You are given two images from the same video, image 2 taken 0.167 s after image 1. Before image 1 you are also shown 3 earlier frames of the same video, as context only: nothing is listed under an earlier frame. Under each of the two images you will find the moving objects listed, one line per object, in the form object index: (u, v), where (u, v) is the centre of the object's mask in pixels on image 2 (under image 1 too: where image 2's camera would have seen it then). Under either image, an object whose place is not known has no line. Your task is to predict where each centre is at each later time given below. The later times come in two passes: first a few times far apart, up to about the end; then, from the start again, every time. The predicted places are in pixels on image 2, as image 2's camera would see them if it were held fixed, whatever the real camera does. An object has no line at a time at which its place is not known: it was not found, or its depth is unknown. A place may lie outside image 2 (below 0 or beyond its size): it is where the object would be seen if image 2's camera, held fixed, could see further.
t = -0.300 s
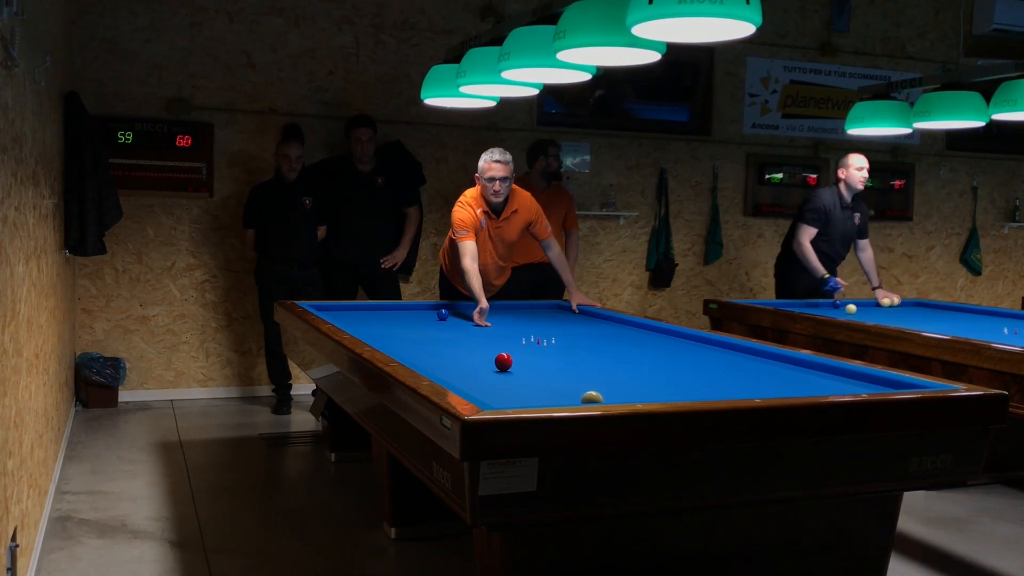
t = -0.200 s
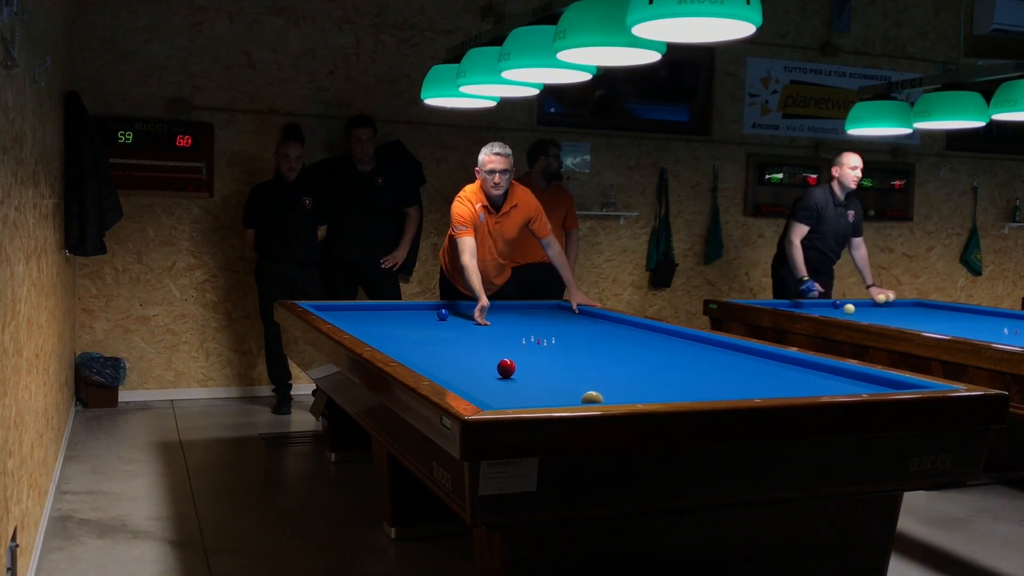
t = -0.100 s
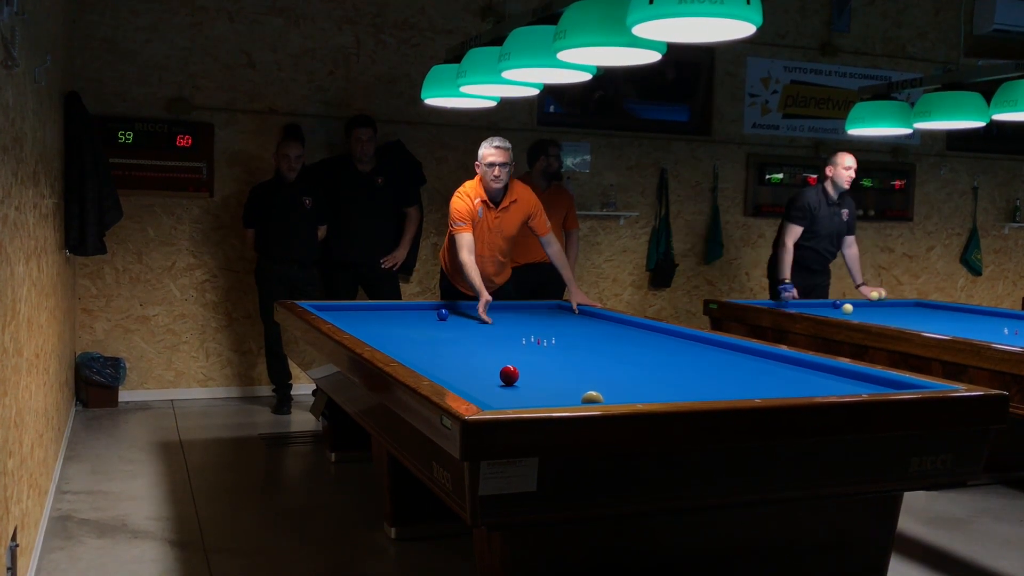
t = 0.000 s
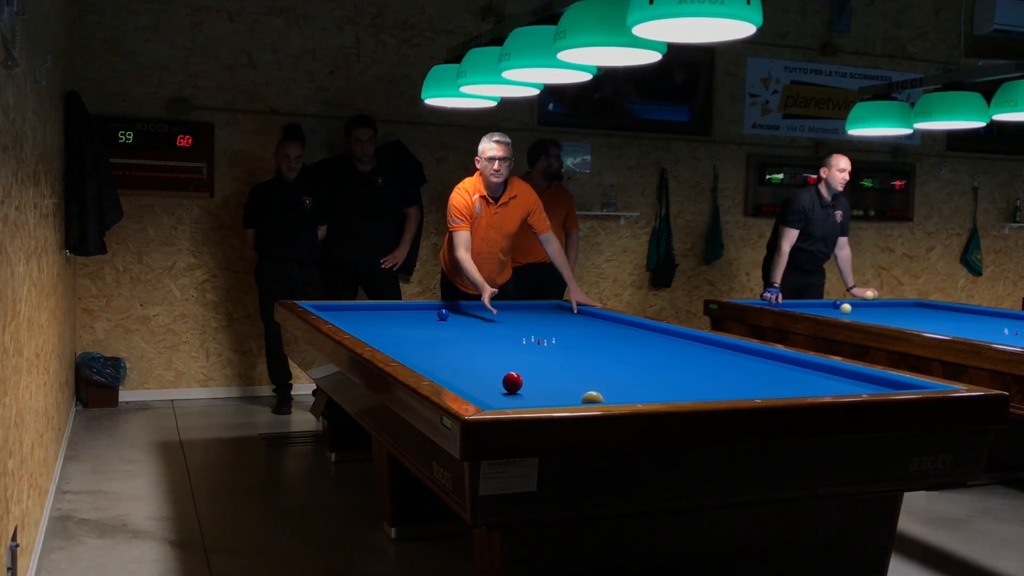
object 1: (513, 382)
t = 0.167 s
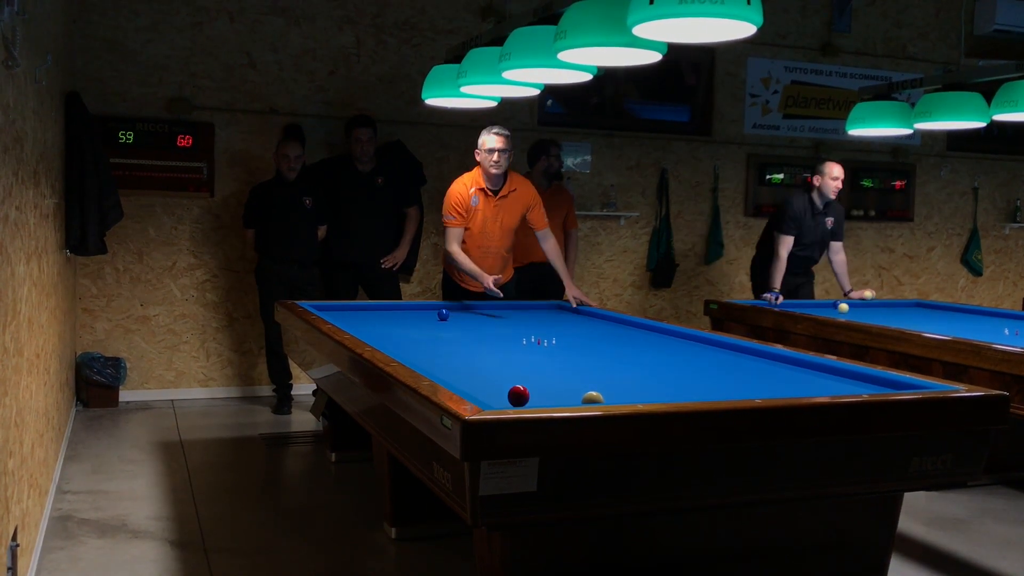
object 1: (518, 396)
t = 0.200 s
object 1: (520, 398)
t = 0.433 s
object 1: (495, 398)
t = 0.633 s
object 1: (474, 388)
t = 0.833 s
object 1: (467, 382)
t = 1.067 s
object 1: (459, 375)
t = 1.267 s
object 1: (453, 369)
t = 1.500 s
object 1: (447, 362)
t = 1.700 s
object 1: (443, 358)
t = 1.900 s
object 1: (438, 353)
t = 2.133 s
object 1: (433, 348)
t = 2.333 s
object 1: (430, 344)
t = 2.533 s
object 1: (426, 341)
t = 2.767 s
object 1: (422, 337)
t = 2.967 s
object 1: (419, 334)
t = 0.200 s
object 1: (520, 398)
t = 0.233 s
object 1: (521, 399)
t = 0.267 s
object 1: (522, 401)
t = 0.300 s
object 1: (523, 402)
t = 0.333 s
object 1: (516, 401)
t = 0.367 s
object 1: (508, 401)
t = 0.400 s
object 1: (501, 400)
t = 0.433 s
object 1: (495, 398)
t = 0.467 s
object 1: (489, 396)
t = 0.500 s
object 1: (482, 393)
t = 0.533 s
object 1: (478, 391)
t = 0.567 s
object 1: (477, 390)
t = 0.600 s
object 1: (476, 389)
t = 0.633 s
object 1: (474, 388)
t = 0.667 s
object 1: (473, 387)
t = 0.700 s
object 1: (472, 386)
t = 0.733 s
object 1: (471, 385)
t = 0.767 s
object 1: (469, 384)
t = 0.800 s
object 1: (468, 383)
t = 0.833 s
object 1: (467, 382)
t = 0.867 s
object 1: (466, 381)
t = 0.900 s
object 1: (465, 380)
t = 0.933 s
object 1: (463, 379)
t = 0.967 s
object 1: (462, 378)
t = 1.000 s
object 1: (461, 377)
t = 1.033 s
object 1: (460, 376)
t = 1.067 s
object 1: (459, 375)
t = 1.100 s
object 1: (458, 374)
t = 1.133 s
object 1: (457, 373)
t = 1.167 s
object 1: (456, 372)
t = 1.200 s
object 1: (455, 371)
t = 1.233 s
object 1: (454, 370)
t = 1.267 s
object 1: (453, 369)
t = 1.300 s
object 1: (453, 368)
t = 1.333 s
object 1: (452, 367)
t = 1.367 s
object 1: (451, 366)
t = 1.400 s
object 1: (450, 365)
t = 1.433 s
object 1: (449, 364)
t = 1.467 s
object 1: (448, 363)
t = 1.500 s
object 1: (447, 362)
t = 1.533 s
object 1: (447, 362)
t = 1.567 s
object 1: (446, 361)
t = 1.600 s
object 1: (445, 360)
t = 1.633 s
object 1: (444, 359)
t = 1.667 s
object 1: (443, 358)
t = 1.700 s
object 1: (443, 358)
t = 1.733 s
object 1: (442, 357)
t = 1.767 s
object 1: (441, 356)
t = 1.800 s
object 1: (440, 355)
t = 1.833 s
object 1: (440, 354)
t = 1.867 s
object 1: (439, 354)
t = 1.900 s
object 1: (438, 353)
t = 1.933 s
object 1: (437, 352)
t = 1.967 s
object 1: (437, 351)
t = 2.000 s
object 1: (436, 351)
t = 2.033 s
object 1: (435, 350)
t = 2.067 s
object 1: (435, 349)
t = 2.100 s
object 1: (434, 349)
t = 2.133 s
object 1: (433, 348)
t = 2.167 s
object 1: (433, 347)
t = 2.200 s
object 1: (432, 347)
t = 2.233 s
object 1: (431, 346)
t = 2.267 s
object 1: (431, 346)
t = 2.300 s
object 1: (430, 345)
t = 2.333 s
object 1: (430, 344)
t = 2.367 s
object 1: (429, 344)
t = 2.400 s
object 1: (428, 343)
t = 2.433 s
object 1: (428, 342)
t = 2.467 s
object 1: (427, 342)
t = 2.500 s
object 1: (427, 341)
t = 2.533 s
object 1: (426, 341)
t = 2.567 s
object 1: (426, 340)
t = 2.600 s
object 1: (425, 340)
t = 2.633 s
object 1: (424, 339)
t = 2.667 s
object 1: (424, 338)
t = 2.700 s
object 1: (423, 338)
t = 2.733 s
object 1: (423, 337)
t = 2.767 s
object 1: (422, 337)
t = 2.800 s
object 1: (422, 336)
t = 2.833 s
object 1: (421, 336)
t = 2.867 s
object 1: (421, 335)
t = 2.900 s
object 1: (420, 335)
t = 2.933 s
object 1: (420, 334)
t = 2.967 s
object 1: (419, 334)
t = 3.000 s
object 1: (419, 334)
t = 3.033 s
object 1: (419, 333)
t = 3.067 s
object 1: (418, 333)
